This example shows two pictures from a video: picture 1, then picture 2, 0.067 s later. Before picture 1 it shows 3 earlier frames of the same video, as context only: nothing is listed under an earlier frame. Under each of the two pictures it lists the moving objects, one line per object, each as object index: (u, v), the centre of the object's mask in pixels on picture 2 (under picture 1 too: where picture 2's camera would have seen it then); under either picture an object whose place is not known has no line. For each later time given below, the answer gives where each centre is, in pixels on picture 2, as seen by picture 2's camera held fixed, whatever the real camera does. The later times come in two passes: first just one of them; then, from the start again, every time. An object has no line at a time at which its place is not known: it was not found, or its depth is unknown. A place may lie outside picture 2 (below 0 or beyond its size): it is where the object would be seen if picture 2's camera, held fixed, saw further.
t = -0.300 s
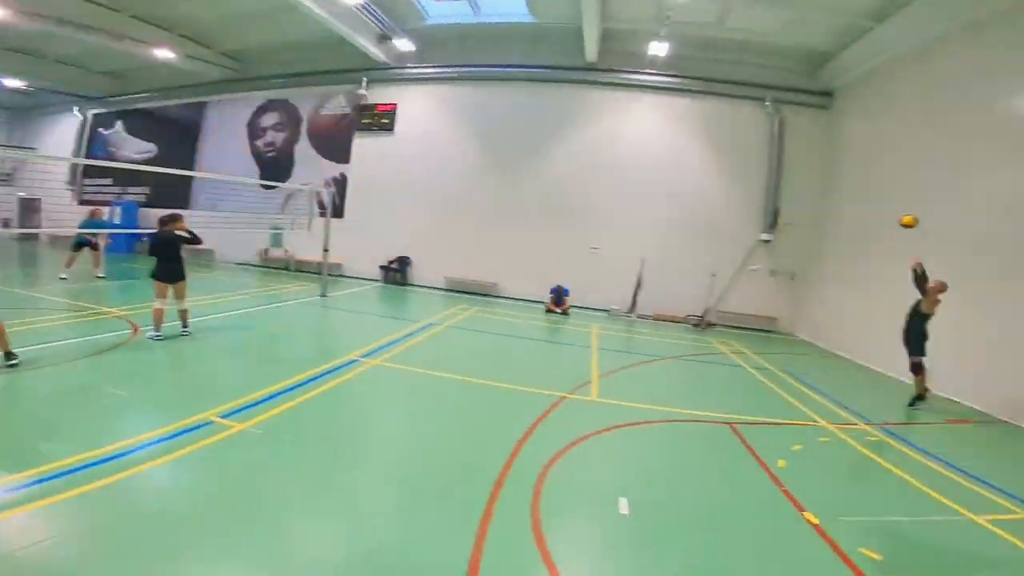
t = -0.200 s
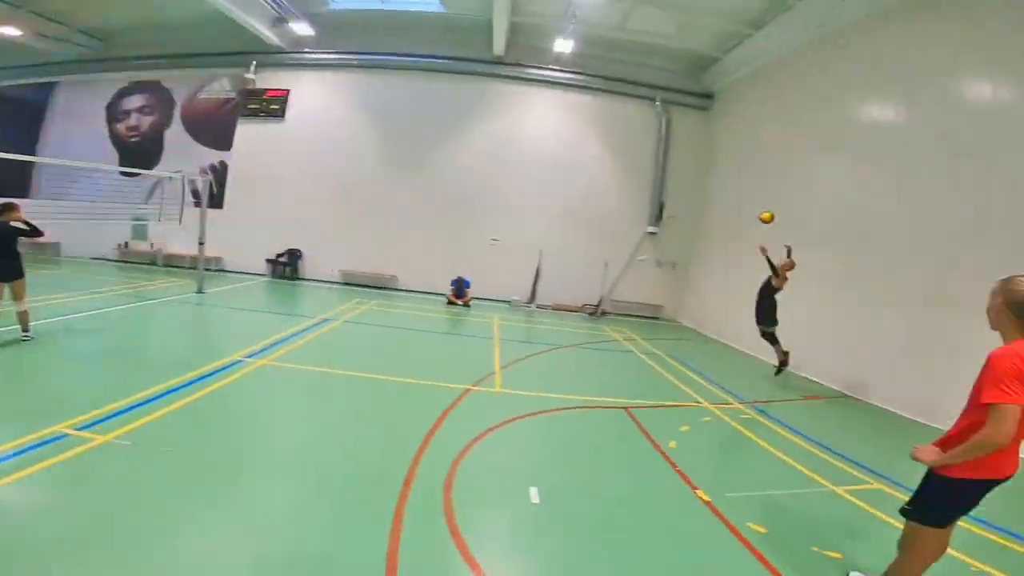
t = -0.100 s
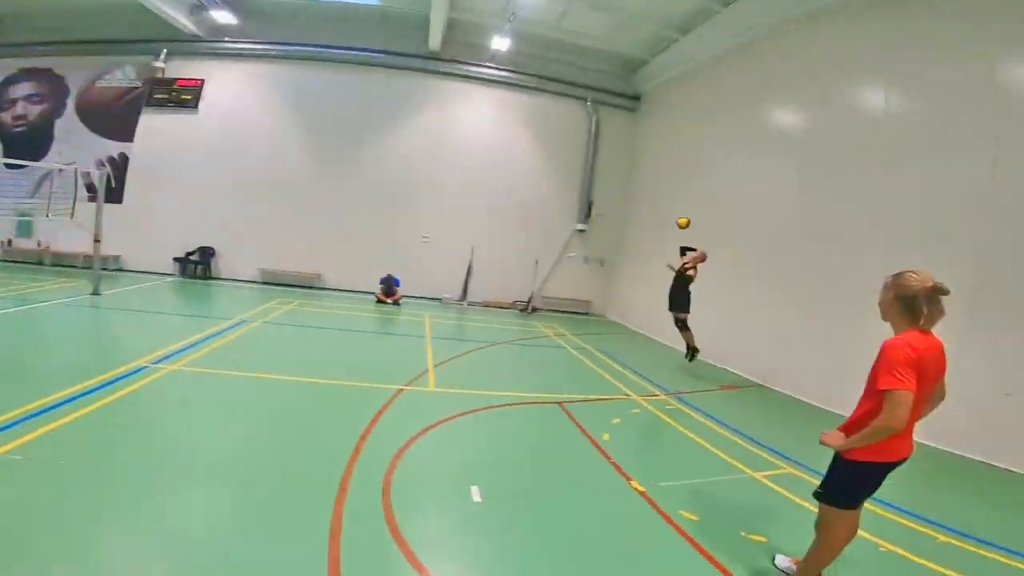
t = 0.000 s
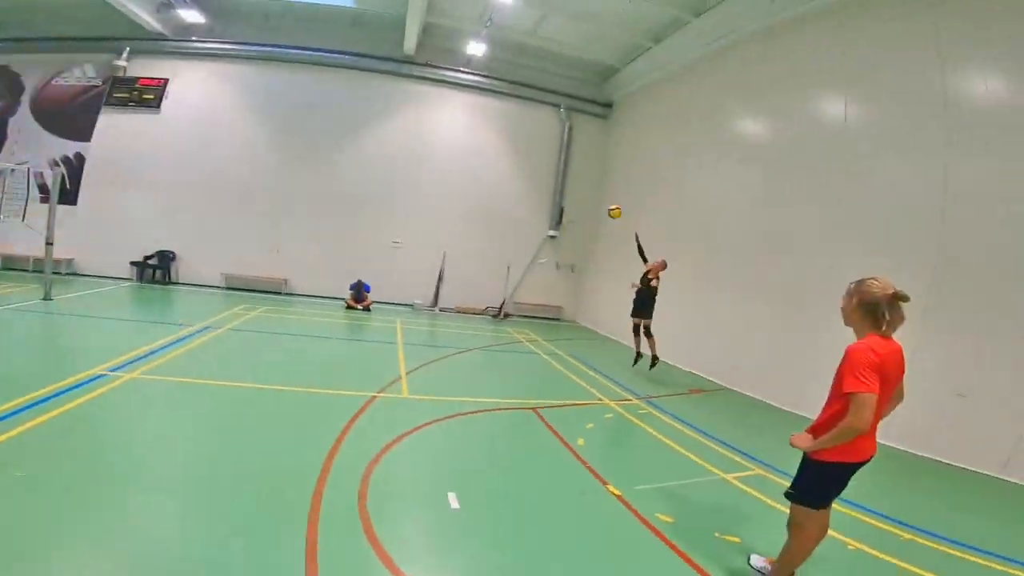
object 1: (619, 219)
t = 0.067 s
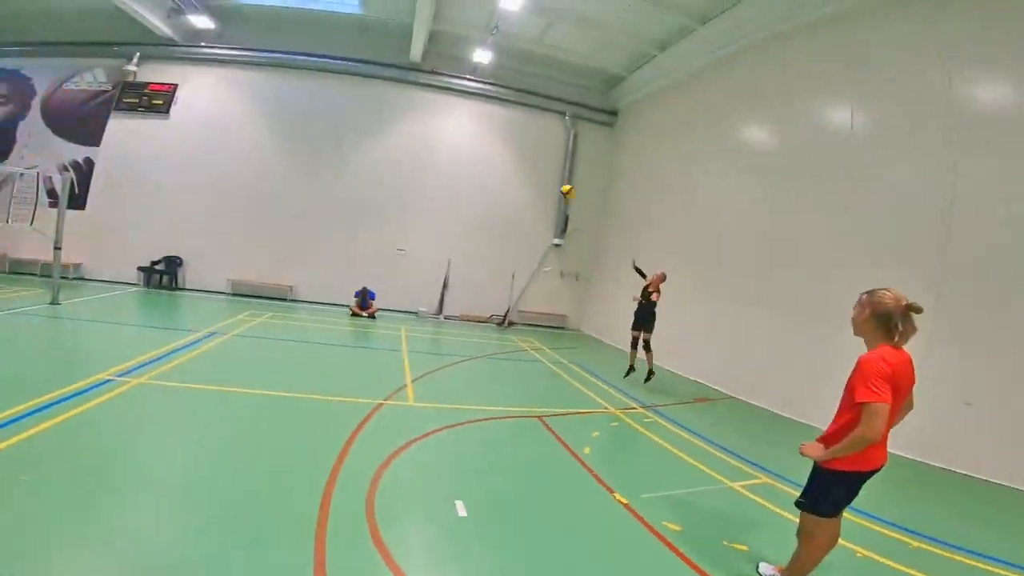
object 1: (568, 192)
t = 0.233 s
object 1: (415, 132)
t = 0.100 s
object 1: (540, 179)
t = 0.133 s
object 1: (511, 166)
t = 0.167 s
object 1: (480, 154)
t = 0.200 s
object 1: (449, 143)
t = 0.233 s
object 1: (415, 132)
